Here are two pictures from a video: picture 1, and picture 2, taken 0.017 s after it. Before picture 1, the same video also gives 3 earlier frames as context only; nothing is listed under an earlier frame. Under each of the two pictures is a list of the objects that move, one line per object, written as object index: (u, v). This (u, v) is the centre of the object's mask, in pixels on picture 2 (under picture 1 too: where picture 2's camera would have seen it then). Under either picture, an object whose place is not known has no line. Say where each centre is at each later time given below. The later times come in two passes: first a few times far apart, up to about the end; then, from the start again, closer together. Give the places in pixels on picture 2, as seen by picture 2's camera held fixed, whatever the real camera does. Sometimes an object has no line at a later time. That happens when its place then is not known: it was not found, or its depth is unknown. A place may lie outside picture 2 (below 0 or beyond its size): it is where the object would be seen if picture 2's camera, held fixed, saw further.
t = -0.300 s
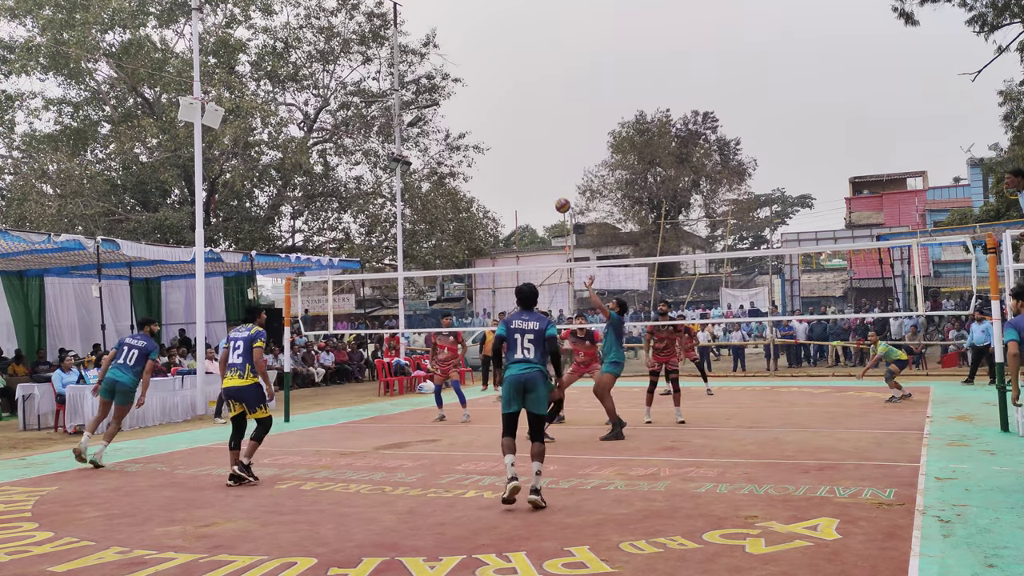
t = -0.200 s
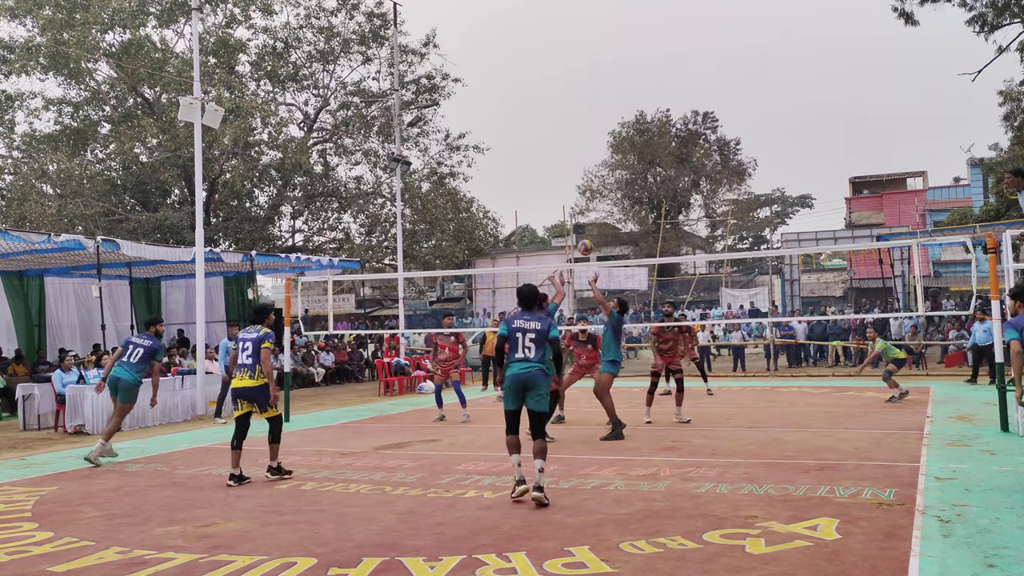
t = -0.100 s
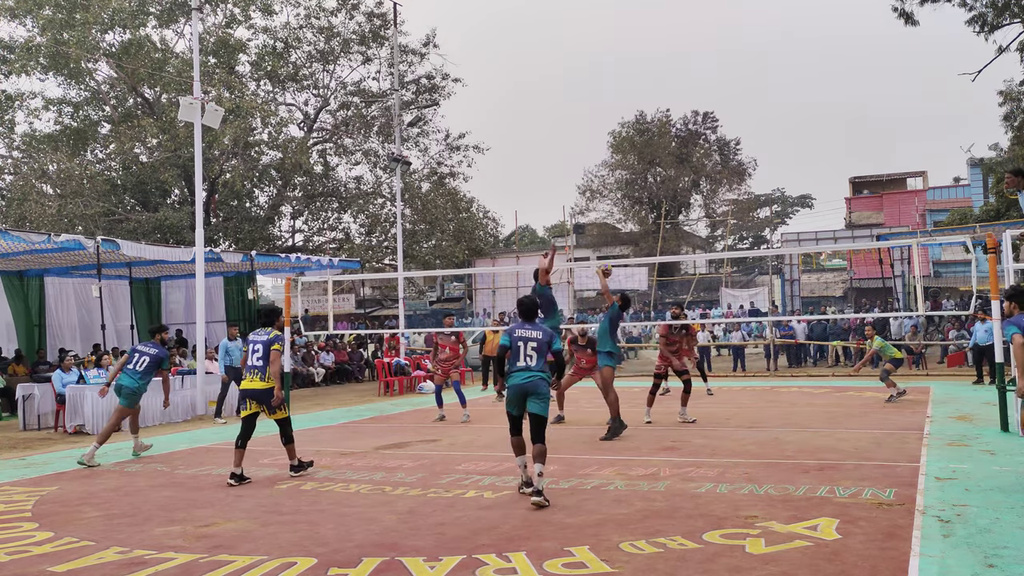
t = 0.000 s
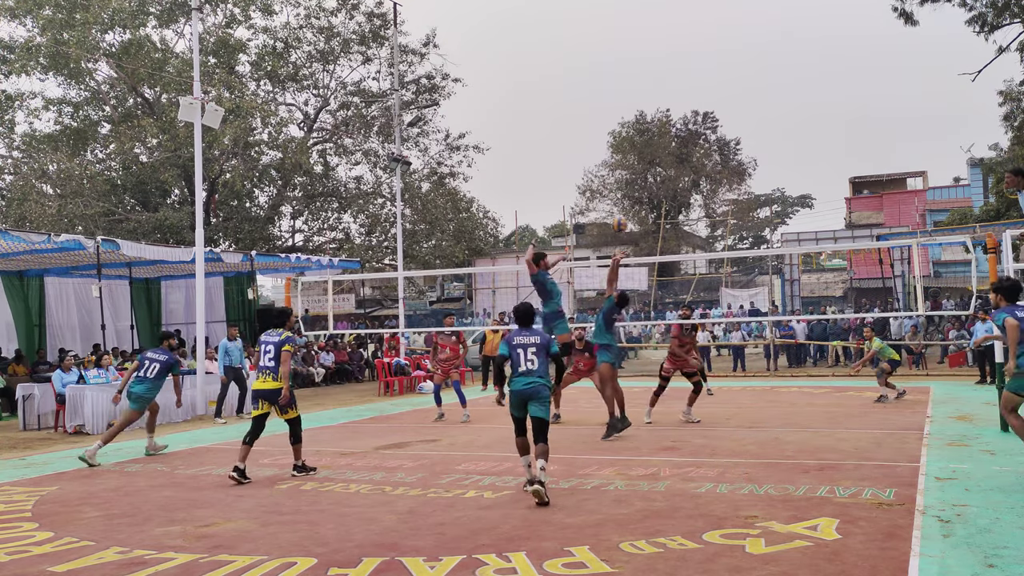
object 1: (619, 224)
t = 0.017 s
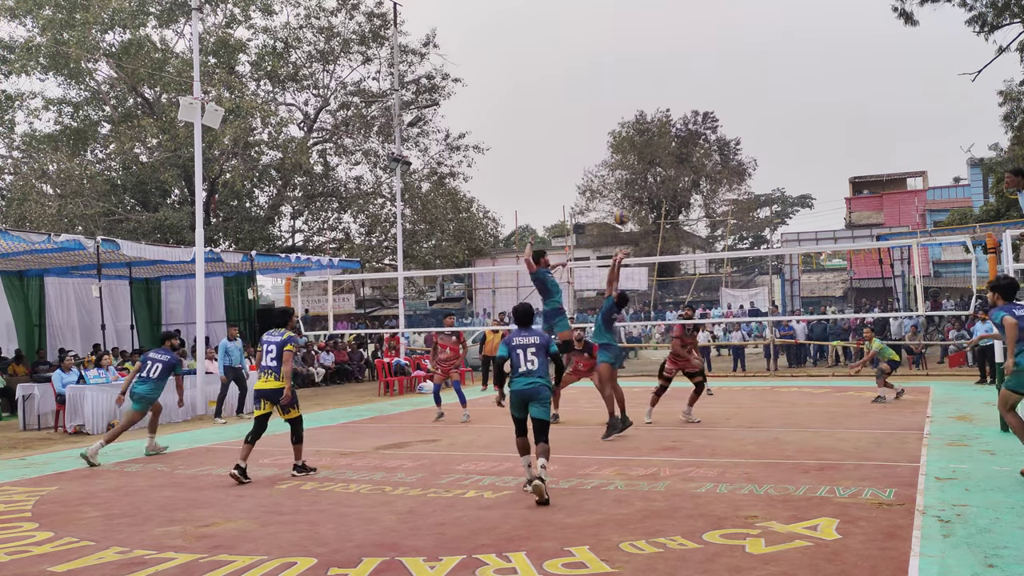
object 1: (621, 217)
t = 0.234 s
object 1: (656, 139)
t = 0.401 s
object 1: (682, 103)
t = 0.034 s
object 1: (623, 210)
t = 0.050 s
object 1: (627, 203)
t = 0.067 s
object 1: (627, 196)
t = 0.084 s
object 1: (631, 189)
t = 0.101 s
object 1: (633, 183)
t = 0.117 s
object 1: (636, 177)
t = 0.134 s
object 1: (639, 171)
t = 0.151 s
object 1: (642, 165)
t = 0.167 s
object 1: (644, 159)
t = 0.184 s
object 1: (647, 153)
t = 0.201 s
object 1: (649, 148)
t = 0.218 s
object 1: (652, 144)
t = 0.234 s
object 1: (656, 139)
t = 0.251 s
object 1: (659, 134)
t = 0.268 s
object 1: (660, 130)
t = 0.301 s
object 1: (666, 122)
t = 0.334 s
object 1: (671, 115)
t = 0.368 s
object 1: (677, 108)
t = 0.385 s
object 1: (680, 106)
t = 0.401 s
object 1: (682, 103)
